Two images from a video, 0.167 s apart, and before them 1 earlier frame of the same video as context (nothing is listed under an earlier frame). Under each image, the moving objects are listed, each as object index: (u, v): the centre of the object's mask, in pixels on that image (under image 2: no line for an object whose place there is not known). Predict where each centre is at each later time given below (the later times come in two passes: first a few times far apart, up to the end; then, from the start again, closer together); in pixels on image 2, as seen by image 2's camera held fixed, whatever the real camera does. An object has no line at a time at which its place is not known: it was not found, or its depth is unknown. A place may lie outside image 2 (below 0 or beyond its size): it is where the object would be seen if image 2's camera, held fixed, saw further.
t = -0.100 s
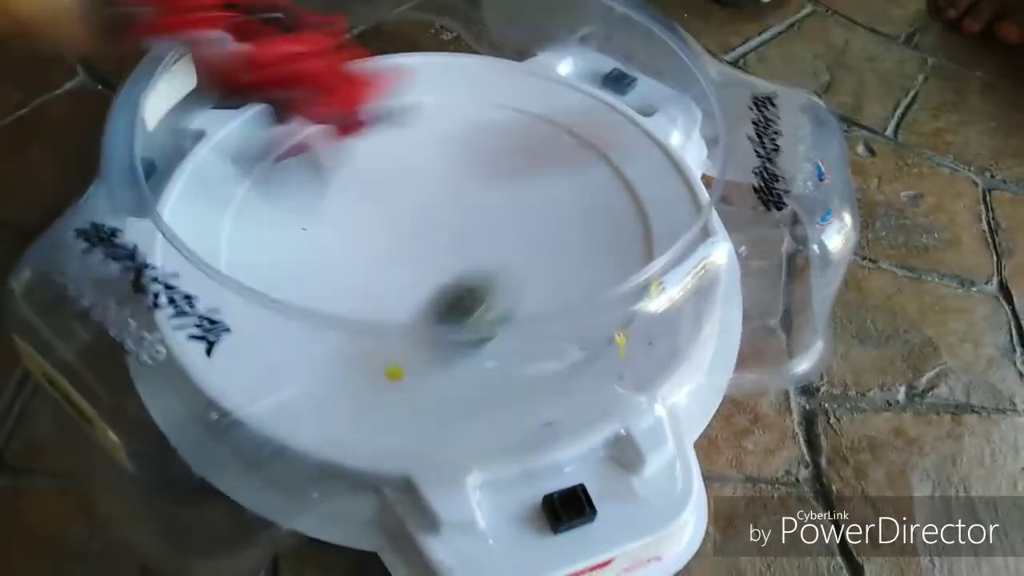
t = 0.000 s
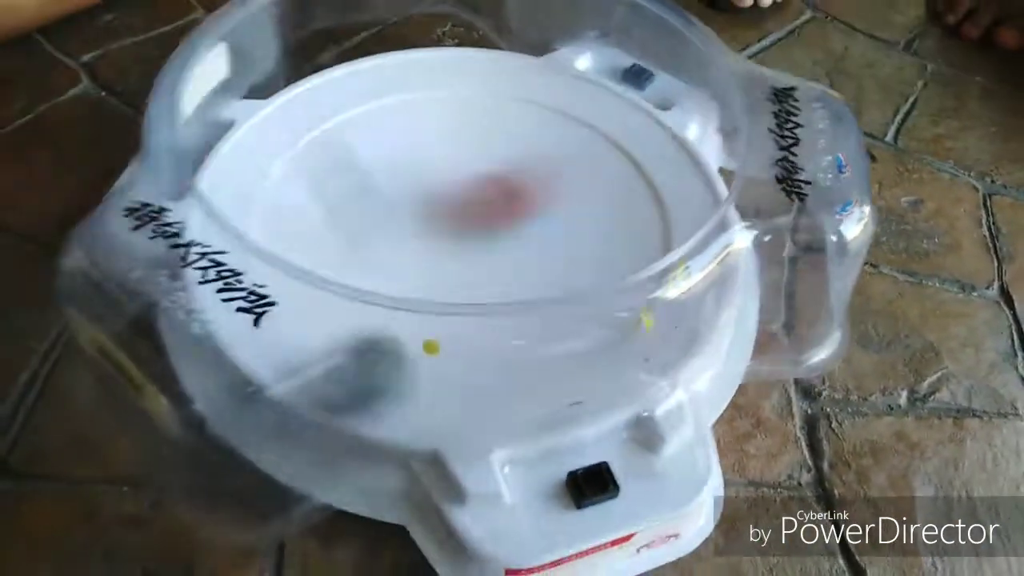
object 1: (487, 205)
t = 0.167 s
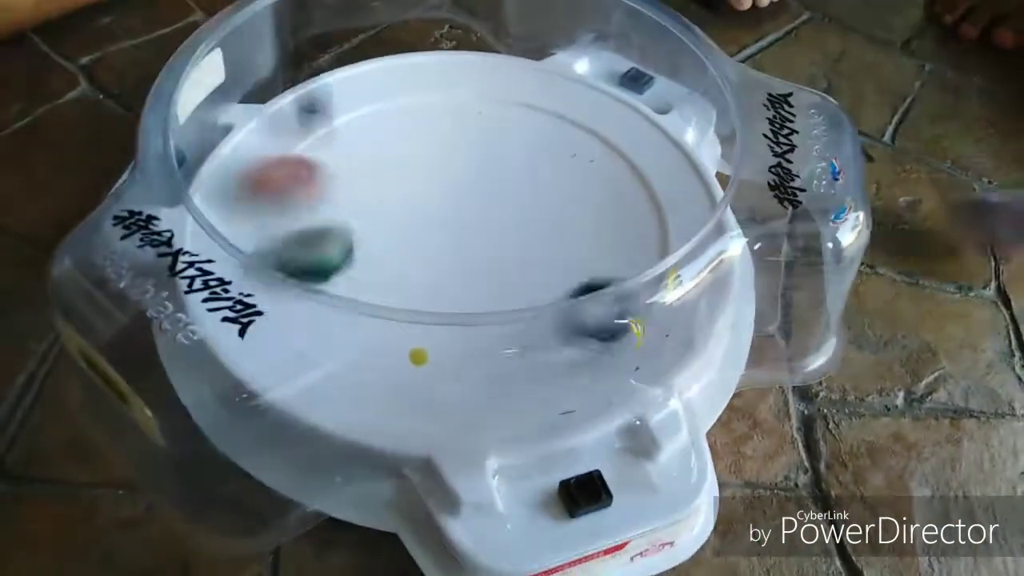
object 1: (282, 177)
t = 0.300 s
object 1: (332, 104)
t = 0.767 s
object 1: (721, 193)
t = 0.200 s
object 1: (249, 131)
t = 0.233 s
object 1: (254, 104)
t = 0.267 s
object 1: (295, 104)
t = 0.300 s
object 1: (332, 104)
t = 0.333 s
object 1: (373, 102)
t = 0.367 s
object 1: (409, 104)
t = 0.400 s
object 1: (444, 108)
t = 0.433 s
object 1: (479, 111)
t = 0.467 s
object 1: (524, 104)
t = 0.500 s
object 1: (569, 101)
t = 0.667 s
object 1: (682, 148)
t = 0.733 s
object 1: (717, 178)
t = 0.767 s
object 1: (721, 193)
